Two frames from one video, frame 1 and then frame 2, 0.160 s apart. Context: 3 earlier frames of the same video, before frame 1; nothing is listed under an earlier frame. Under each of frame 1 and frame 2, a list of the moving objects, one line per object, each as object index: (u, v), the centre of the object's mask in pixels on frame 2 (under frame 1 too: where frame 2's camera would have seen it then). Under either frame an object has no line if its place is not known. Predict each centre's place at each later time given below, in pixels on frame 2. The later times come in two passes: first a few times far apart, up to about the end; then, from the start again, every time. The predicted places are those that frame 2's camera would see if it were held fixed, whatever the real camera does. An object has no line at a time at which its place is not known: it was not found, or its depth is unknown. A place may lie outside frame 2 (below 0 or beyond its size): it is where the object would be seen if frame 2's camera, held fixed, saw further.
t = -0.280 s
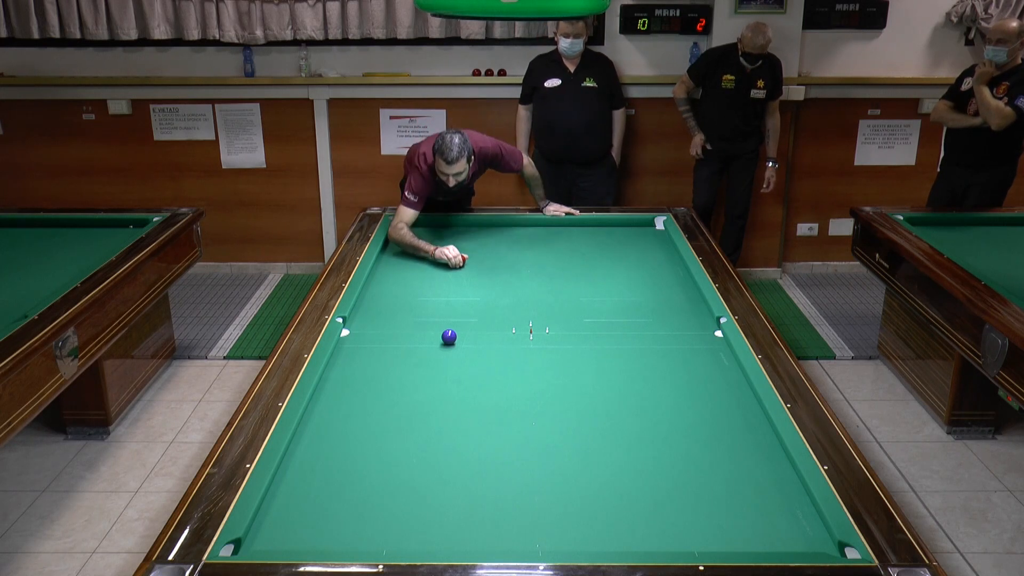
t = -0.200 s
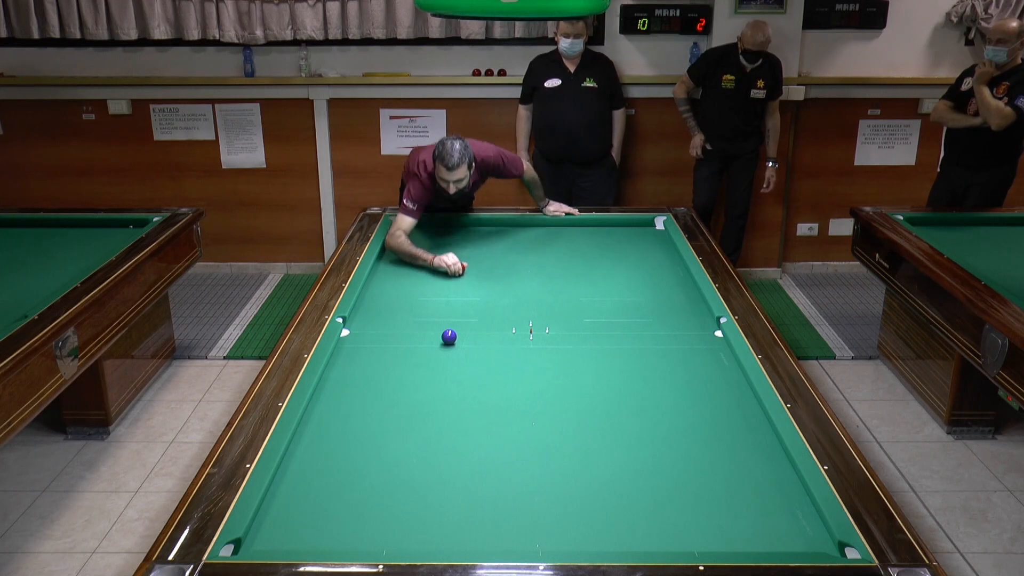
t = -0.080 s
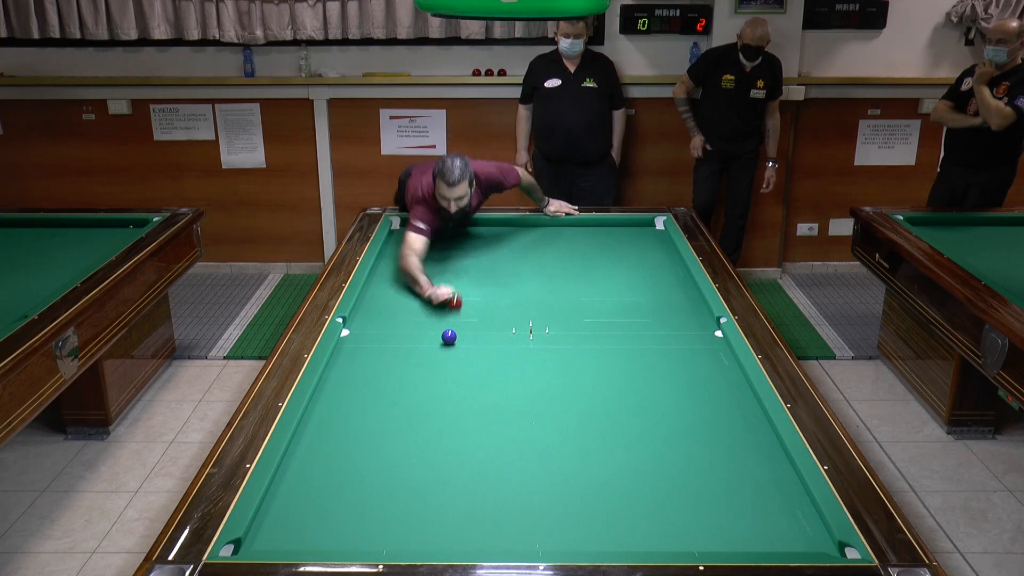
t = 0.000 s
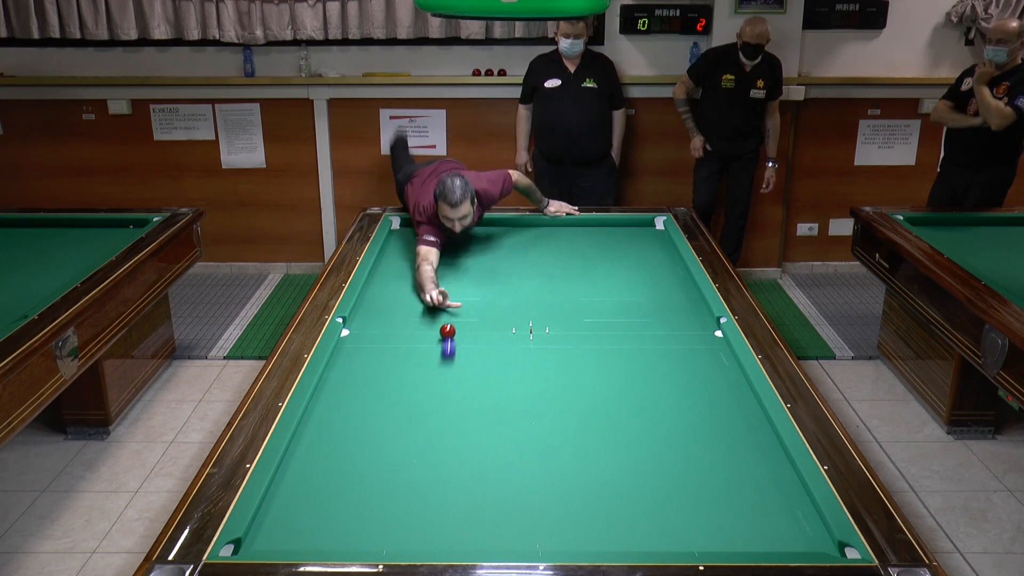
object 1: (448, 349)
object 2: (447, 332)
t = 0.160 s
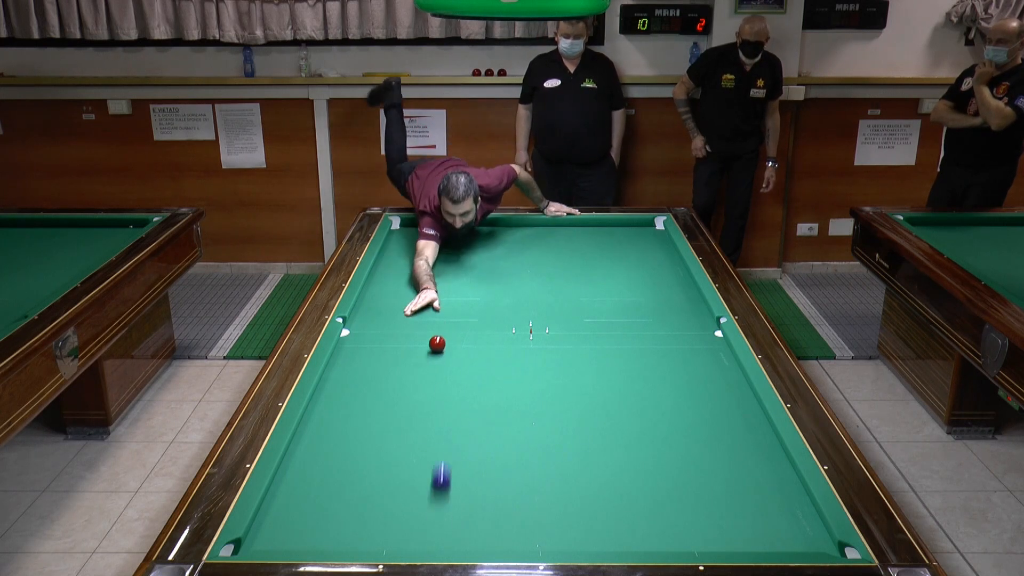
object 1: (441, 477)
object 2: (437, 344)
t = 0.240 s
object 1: (440, 538)
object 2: (432, 349)
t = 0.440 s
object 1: (466, 396)
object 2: (422, 362)
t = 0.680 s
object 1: (483, 302)
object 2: (408, 379)
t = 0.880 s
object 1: (491, 254)
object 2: (396, 393)
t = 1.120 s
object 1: (497, 233)
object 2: (381, 412)
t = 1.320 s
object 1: (496, 263)
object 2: (367, 428)
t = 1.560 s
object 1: (495, 300)
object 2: (350, 448)
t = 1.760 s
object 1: (494, 334)
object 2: (336, 466)
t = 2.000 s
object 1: (494, 384)
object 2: (317, 488)
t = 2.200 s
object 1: (493, 436)
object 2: (301, 507)
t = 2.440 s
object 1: (491, 516)
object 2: (280, 532)
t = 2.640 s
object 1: (493, 518)
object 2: (264, 544)
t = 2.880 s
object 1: (497, 459)
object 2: (261, 534)
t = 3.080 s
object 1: (499, 420)
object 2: (266, 523)
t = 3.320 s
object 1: (501, 381)
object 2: (275, 512)
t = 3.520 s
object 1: (503, 353)
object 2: (282, 504)
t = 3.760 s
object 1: (505, 324)
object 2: (290, 495)
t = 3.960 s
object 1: (507, 304)
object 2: (295, 487)
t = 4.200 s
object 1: (508, 282)
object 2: (302, 480)
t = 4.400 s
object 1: (509, 266)
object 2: (307, 473)
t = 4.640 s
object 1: (511, 249)
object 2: (313, 467)
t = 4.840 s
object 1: (512, 237)
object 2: (318, 462)
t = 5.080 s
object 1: (513, 224)
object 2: (323, 456)
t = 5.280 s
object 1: (513, 231)
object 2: (327, 451)
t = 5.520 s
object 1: (513, 239)
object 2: (331, 447)
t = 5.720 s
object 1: (513, 246)
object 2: (334, 443)
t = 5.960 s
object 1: (514, 255)
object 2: (338, 439)
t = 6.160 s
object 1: (514, 262)
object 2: (341, 436)
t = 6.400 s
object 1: (514, 271)
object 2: (344, 433)
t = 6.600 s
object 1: (515, 279)
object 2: (346, 431)
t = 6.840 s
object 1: (515, 289)
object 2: (348, 428)
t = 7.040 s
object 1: (516, 297)
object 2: (349, 427)
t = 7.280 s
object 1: (516, 307)
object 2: (351, 425)
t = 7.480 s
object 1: (516, 316)
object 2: (352, 424)
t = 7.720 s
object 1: (517, 327)
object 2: (353, 423)
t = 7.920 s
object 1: (517, 337)
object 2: (353, 422)
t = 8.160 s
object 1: (518, 348)
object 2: (353, 422)
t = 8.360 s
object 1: (518, 358)
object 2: (353, 422)
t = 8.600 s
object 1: (519, 371)
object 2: (352, 422)
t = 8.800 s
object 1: (519, 381)
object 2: (352, 422)
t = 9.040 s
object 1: (519, 394)
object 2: (352, 422)
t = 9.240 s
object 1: (519, 405)
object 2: (352, 422)
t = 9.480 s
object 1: (519, 419)
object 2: (352, 422)
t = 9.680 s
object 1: (519, 430)
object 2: (352, 422)
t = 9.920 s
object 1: (519, 444)
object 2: (352, 422)
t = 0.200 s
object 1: (439, 521)
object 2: (435, 347)
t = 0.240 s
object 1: (440, 538)
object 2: (432, 349)
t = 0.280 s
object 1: (446, 504)
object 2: (430, 352)
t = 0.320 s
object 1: (452, 471)
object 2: (428, 354)
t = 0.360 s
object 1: (457, 443)
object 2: (426, 357)
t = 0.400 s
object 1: (462, 418)
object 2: (424, 359)
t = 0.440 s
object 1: (466, 396)
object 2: (422, 362)
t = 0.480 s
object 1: (469, 376)
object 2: (419, 365)
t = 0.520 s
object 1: (473, 358)
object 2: (417, 368)
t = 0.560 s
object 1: (476, 342)
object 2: (415, 370)
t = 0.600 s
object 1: (478, 328)
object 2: (413, 373)
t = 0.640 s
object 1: (480, 314)
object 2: (410, 376)
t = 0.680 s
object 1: (483, 302)
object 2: (408, 379)
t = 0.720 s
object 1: (485, 291)
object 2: (406, 382)
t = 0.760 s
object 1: (486, 281)
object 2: (403, 385)
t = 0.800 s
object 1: (488, 272)
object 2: (401, 387)
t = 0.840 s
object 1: (490, 263)
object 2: (398, 390)
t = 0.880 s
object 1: (491, 254)
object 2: (396, 393)
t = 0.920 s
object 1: (493, 247)
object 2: (393, 396)
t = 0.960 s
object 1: (494, 239)
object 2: (391, 399)
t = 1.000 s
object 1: (495, 232)
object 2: (388, 403)
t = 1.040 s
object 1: (497, 226)
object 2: (386, 405)
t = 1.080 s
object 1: (497, 227)
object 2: (383, 409)
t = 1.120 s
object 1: (497, 233)
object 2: (381, 412)
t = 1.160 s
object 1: (496, 239)
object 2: (378, 415)
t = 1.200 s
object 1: (496, 245)
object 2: (376, 418)
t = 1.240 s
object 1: (496, 251)
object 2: (373, 421)
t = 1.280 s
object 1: (496, 257)
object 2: (370, 425)
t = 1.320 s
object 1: (496, 263)
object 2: (367, 428)
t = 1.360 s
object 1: (495, 269)
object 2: (365, 431)
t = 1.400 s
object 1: (495, 275)
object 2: (362, 434)
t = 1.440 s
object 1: (495, 282)
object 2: (359, 438)
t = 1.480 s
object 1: (495, 288)
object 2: (356, 441)
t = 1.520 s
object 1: (495, 294)
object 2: (353, 444)
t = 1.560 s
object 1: (495, 300)
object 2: (350, 448)
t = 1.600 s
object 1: (495, 306)
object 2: (348, 451)
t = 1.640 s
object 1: (495, 313)
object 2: (345, 455)
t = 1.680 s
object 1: (495, 320)
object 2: (342, 458)
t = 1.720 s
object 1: (495, 326)
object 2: (339, 462)
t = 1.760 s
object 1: (494, 334)
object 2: (336, 466)
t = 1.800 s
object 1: (494, 341)
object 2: (333, 469)
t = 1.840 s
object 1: (494, 349)
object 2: (330, 473)
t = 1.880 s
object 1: (494, 357)
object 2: (327, 476)
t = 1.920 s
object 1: (494, 366)
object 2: (323, 480)
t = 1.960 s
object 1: (494, 375)
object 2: (320, 484)
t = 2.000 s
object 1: (494, 384)
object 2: (317, 488)
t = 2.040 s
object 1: (493, 393)
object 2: (314, 491)
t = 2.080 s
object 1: (493, 403)
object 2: (311, 495)
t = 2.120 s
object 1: (493, 413)
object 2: (307, 499)
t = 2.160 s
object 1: (493, 424)
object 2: (304, 503)
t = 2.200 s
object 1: (493, 436)
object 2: (301, 507)
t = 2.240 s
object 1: (492, 448)
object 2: (297, 511)
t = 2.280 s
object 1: (492, 461)
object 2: (294, 515)
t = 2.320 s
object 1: (492, 474)
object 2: (290, 519)
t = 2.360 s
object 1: (492, 488)
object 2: (287, 523)
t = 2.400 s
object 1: (491, 501)
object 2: (284, 528)
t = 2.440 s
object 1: (491, 516)
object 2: (280, 532)
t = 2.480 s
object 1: (491, 533)
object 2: (276, 536)
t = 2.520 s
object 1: (490, 544)
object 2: (273, 538)
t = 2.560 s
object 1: (491, 542)
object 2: (269, 541)
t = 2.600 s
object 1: (492, 531)
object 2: (265, 543)
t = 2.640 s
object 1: (493, 518)
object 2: (264, 544)
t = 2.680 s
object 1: (493, 506)
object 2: (264, 542)
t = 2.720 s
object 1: (494, 496)
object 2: (263, 541)
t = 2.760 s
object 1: (495, 486)
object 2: (262, 539)
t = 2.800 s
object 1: (495, 477)
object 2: (262, 537)
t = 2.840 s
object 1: (496, 468)
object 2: (262, 536)
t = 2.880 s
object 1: (497, 459)
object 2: (261, 534)
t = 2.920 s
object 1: (497, 451)
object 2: (261, 531)
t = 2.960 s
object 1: (497, 443)
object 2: (261, 529)
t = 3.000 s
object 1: (498, 435)
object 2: (263, 527)
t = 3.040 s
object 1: (498, 427)
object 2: (265, 525)
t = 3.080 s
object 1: (499, 420)
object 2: (266, 523)
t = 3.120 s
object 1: (499, 413)
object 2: (268, 521)
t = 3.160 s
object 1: (500, 406)
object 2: (269, 520)
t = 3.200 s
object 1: (500, 400)
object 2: (271, 518)
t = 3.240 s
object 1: (501, 393)
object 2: (272, 516)
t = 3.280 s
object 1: (501, 387)
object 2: (274, 514)
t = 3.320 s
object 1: (501, 381)
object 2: (275, 512)
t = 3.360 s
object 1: (502, 375)
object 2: (277, 511)
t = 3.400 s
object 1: (502, 369)
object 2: (278, 509)
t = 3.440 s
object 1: (502, 363)
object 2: (279, 507)
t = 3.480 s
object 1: (503, 358)
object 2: (281, 506)
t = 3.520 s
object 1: (503, 353)
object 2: (282, 504)
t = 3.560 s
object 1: (504, 348)
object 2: (284, 502)
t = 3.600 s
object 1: (504, 343)
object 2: (285, 501)
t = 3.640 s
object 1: (504, 338)
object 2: (286, 499)
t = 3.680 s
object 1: (505, 333)
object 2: (287, 498)
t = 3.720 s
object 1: (505, 329)
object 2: (288, 496)
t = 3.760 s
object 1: (505, 324)
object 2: (290, 495)
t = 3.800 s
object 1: (506, 320)
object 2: (291, 493)
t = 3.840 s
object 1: (506, 316)
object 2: (292, 492)
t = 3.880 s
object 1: (506, 311)
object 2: (293, 490)
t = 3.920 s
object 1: (506, 308)
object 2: (294, 489)
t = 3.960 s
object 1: (507, 304)
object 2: (295, 487)
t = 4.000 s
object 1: (507, 300)
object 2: (297, 486)
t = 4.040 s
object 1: (507, 296)
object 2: (298, 485)
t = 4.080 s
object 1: (507, 292)
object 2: (299, 483)
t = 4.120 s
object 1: (508, 289)
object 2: (300, 482)
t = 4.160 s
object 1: (508, 285)
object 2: (301, 481)
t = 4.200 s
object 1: (508, 282)
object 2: (302, 480)
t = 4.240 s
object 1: (508, 279)
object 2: (303, 478)
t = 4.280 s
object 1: (509, 276)
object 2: (304, 477)
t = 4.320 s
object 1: (509, 272)
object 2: (305, 476)
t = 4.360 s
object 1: (509, 269)
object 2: (306, 475)
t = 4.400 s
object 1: (509, 266)
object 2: (307, 473)
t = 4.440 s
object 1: (510, 263)
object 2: (308, 472)
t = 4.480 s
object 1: (510, 260)
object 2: (309, 471)
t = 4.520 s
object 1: (510, 258)
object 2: (310, 470)
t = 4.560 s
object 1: (510, 255)
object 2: (311, 469)
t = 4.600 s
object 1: (510, 252)
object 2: (312, 468)
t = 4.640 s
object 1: (511, 249)
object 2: (313, 467)
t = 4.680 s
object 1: (511, 247)
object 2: (314, 466)
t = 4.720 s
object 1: (511, 244)
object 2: (315, 465)
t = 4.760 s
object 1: (511, 242)
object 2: (316, 464)
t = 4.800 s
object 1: (511, 239)
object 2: (317, 463)
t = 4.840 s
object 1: (512, 237)
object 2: (318, 462)
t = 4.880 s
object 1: (512, 234)
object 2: (319, 461)
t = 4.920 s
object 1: (512, 232)
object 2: (320, 460)
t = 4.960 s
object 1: (512, 230)
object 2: (321, 459)
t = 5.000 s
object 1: (513, 228)
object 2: (321, 458)
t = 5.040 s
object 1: (513, 226)
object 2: (322, 457)
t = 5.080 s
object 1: (513, 224)
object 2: (323, 456)
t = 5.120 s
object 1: (513, 226)
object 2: (324, 455)
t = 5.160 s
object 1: (513, 227)
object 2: (325, 454)
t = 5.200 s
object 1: (513, 229)
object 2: (325, 453)
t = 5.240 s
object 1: (513, 230)
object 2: (326, 452)
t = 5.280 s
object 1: (513, 231)
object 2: (327, 451)
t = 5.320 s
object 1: (513, 233)
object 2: (327, 451)
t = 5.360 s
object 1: (513, 234)
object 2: (328, 450)
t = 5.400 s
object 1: (513, 235)
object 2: (329, 449)
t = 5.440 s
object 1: (513, 236)
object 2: (330, 448)
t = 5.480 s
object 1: (513, 238)
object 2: (330, 447)
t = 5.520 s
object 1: (513, 239)
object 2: (331, 447)
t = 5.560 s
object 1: (513, 241)
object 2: (332, 446)
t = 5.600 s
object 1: (513, 242)
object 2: (332, 445)
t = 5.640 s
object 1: (513, 244)
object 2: (333, 444)
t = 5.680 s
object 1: (513, 245)
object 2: (334, 444)
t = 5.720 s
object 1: (513, 246)
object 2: (334, 443)
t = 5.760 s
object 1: (513, 248)
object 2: (335, 442)
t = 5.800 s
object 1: (514, 249)
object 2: (336, 442)
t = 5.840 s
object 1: (514, 250)
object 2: (336, 441)
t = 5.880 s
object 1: (514, 252)
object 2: (337, 440)
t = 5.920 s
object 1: (514, 253)
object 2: (338, 440)
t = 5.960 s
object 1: (514, 255)
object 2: (338, 439)
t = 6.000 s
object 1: (514, 256)
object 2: (339, 439)
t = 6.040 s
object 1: (514, 258)
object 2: (339, 438)
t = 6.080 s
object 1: (514, 259)
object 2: (340, 437)
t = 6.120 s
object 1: (514, 261)
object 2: (340, 437)
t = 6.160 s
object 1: (514, 262)
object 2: (341, 436)
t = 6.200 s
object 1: (514, 264)
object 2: (341, 436)
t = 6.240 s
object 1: (514, 265)
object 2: (342, 435)
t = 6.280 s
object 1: (514, 267)
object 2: (342, 435)
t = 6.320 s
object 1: (514, 268)
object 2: (343, 434)
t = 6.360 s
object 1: (514, 270)
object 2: (343, 433)
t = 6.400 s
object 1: (514, 271)
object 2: (344, 433)
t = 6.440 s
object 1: (514, 273)
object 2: (344, 432)
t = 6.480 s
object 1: (514, 274)
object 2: (345, 432)
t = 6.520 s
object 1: (515, 276)
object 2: (345, 432)
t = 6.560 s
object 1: (515, 277)
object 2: (345, 431)
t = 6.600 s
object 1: (515, 279)
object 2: (346, 431)
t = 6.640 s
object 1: (515, 281)
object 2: (346, 430)
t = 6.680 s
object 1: (515, 282)
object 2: (346, 430)
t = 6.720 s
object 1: (515, 284)
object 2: (347, 429)
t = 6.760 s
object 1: (515, 285)
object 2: (347, 429)
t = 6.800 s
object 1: (515, 287)
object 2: (347, 429)
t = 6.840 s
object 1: (515, 289)
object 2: (348, 428)
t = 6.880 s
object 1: (515, 290)
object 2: (348, 428)
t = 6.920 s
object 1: (515, 292)
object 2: (348, 427)
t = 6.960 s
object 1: (515, 294)
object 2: (349, 427)
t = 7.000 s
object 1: (515, 295)
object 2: (349, 427)
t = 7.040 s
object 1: (516, 297)
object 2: (349, 427)
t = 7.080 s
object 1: (516, 299)
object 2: (349, 426)
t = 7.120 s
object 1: (516, 301)
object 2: (350, 426)
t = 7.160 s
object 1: (516, 302)
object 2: (350, 426)
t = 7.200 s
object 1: (516, 304)
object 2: (350, 426)
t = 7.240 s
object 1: (516, 306)
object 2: (350, 425)
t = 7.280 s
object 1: (516, 307)
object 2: (351, 425)
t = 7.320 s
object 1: (516, 309)
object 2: (351, 425)
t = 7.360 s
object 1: (516, 311)
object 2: (351, 424)
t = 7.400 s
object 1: (516, 313)
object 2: (351, 424)
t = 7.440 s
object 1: (516, 315)
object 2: (352, 424)
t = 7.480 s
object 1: (516, 316)
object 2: (352, 424)
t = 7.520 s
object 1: (516, 318)
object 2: (352, 424)
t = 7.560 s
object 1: (517, 320)
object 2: (352, 423)
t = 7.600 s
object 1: (517, 322)
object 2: (352, 423)
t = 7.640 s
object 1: (517, 323)
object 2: (352, 423)
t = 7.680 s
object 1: (517, 325)
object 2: (353, 423)
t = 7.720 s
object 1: (517, 327)
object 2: (353, 423)
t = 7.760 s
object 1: (517, 329)
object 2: (353, 423)
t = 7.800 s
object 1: (517, 331)
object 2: (353, 422)
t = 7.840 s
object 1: (517, 333)
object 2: (353, 422)
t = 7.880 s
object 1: (517, 335)
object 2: (353, 422)
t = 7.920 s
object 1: (517, 337)
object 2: (353, 422)
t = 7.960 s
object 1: (517, 339)
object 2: (353, 422)
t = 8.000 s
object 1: (517, 341)
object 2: (353, 422)
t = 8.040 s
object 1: (517, 342)
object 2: (353, 422)
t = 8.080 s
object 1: (517, 344)
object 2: (353, 422)
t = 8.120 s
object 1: (518, 346)
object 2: (353, 422)
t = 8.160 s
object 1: (518, 348)
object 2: (353, 422)
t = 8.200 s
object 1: (518, 350)
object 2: (353, 422)
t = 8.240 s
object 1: (518, 352)
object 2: (353, 422)
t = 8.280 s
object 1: (518, 354)
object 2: (353, 422)
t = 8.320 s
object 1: (518, 356)
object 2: (353, 422)
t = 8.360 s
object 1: (518, 358)
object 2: (353, 422)
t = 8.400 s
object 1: (518, 360)
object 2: (353, 422)
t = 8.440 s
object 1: (518, 362)
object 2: (352, 422)
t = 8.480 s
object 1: (518, 364)
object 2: (352, 422)
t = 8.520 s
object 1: (518, 366)
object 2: (352, 422)
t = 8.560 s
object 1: (519, 368)
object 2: (352, 422)
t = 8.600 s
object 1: (519, 371)
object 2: (352, 422)
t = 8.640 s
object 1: (519, 372)
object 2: (352, 422)
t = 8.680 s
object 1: (519, 375)
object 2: (352, 422)
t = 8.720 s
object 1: (519, 377)
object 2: (352, 422)
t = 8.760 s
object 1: (519, 379)
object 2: (352, 422)
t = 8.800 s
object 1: (519, 381)
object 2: (352, 422)
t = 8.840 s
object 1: (519, 383)
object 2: (352, 422)
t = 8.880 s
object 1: (519, 385)
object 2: (352, 422)
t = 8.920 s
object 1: (519, 387)
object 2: (352, 422)
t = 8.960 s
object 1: (519, 390)
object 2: (352, 422)
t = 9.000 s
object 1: (519, 392)
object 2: (352, 422)
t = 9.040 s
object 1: (519, 394)
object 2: (352, 422)
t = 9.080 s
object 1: (519, 396)
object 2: (352, 422)
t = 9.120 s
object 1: (519, 398)
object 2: (352, 422)
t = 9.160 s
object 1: (519, 401)
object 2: (352, 422)
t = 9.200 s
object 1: (519, 403)
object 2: (352, 422)
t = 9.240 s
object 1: (519, 405)
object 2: (352, 422)
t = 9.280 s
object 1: (519, 407)
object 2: (352, 422)
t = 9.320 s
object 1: (519, 410)
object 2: (352, 422)
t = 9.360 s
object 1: (519, 412)
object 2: (352, 422)
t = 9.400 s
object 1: (519, 414)
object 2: (352, 422)
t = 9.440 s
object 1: (519, 416)
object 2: (352, 422)
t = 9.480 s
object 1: (519, 419)
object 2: (352, 422)
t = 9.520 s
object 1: (519, 421)
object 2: (352, 422)
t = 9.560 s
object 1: (519, 423)
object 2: (352, 422)
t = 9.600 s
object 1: (519, 426)
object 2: (352, 422)
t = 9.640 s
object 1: (519, 428)
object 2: (352, 422)
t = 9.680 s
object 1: (519, 430)
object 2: (352, 422)
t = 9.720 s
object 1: (519, 433)
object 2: (352, 422)
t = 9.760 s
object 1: (519, 435)
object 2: (352, 422)
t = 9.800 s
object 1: (519, 437)
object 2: (352, 422)
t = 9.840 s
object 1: (519, 440)
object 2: (352, 422)
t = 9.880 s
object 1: (519, 442)
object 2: (352, 422)
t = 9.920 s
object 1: (519, 444)
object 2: (352, 422)
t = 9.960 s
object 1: (518, 446)
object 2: (352, 422)
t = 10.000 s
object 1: (518, 449)
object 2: (352, 422)
